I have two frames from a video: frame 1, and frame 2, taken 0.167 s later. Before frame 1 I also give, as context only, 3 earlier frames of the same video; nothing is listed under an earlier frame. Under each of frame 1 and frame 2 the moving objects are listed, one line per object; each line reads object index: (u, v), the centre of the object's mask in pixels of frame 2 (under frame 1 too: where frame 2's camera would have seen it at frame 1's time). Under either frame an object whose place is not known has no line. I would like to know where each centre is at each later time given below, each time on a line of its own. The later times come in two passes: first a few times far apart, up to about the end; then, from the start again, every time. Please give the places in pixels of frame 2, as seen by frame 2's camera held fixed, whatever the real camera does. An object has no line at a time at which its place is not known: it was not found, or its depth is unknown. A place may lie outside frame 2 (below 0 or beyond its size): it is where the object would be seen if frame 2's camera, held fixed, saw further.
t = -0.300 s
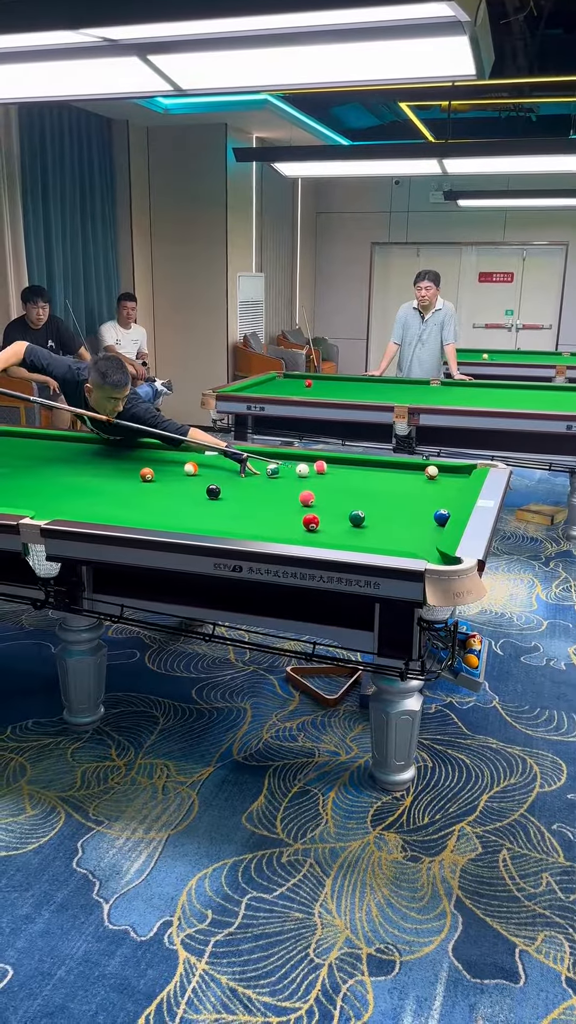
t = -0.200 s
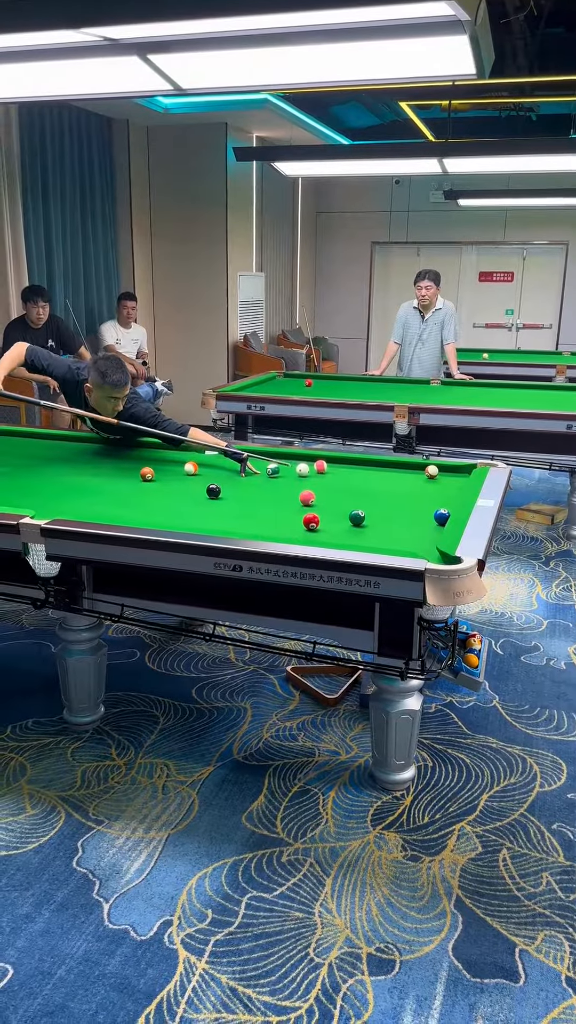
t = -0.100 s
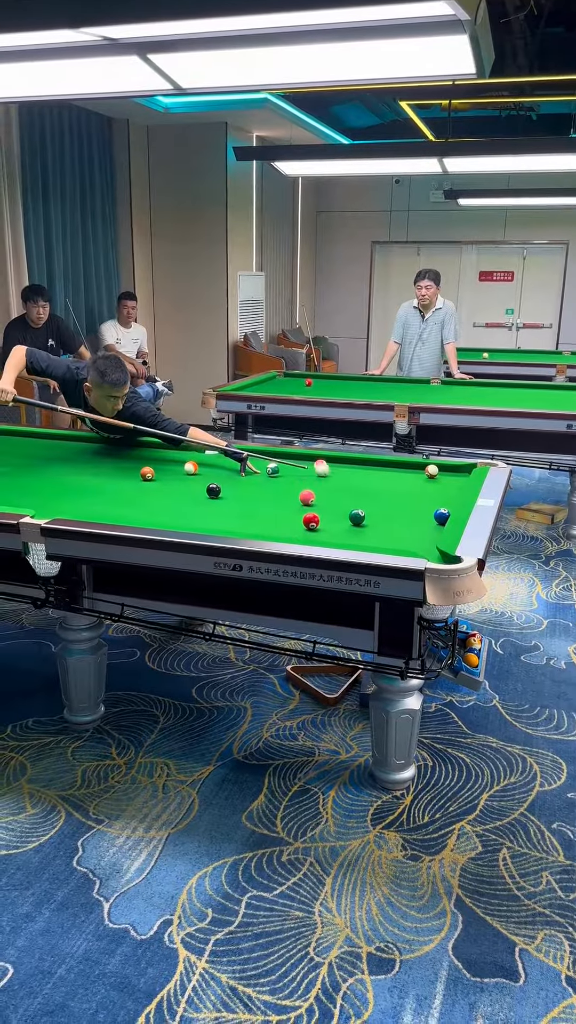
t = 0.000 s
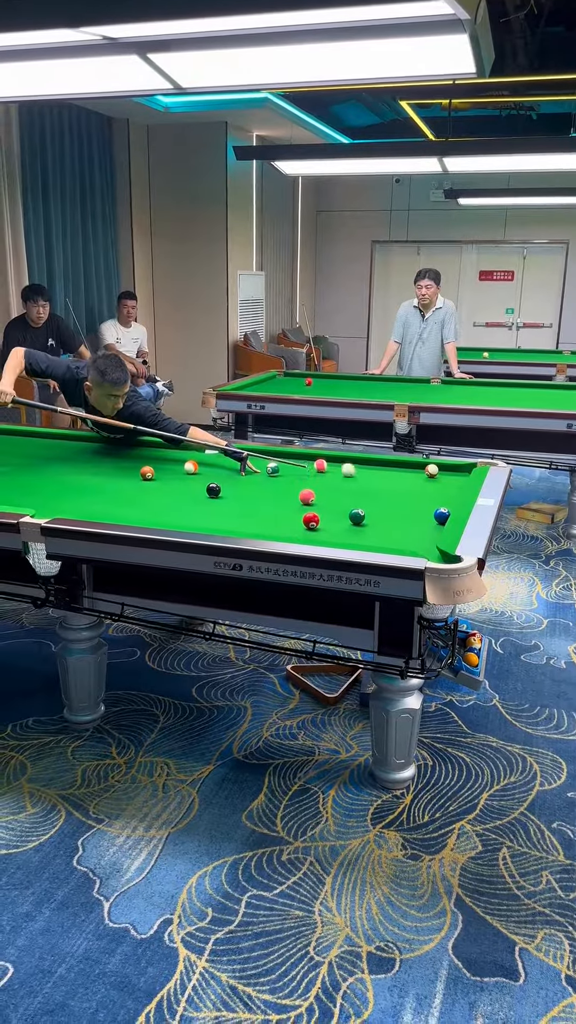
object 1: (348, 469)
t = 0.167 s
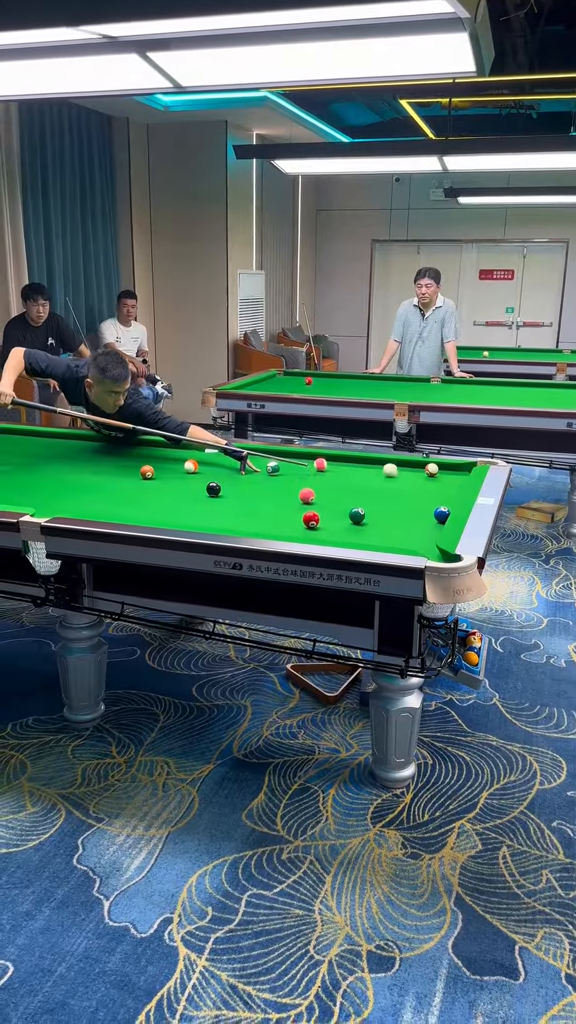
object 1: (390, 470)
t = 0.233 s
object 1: (407, 470)
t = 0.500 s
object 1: (439, 474)
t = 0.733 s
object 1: (461, 478)
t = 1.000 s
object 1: (440, 478)
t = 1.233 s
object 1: (423, 478)
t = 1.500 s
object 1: (404, 479)
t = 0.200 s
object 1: (398, 470)
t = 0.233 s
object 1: (407, 470)
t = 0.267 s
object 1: (415, 470)
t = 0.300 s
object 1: (420, 471)
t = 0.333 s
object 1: (422, 471)
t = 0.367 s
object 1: (425, 472)
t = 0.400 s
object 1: (428, 472)
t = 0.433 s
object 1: (432, 473)
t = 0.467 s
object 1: (435, 474)
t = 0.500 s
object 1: (439, 474)
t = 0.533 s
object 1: (442, 475)
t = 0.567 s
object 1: (445, 475)
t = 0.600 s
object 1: (449, 476)
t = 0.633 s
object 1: (452, 476)
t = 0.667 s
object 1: (455, 477)
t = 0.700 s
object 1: (459, 478)
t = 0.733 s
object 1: (461, 478)
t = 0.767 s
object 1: (459, 477)
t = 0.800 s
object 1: (457, 478)
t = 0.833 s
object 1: (454, 478)
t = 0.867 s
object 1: (451, 478)
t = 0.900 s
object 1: (448, 478)
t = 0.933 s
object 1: (446, 478)
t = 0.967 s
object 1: (443, 478)
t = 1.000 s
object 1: (440, 478)
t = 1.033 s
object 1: (438, 478)
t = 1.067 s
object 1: (435, 478)
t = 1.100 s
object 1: (433, 478)
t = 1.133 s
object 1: (430, 478)
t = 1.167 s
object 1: (427, 478)
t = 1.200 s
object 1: (425, 478)
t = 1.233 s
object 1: (423, 478)
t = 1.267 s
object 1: (421, 478)
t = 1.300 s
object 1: (418, 478)
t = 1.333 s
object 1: (416, 478)
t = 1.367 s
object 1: (413, 479)
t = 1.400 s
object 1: (411, 478)
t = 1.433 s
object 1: (409, 478)
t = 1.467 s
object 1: (407, 479)
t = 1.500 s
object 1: (404, 479)
